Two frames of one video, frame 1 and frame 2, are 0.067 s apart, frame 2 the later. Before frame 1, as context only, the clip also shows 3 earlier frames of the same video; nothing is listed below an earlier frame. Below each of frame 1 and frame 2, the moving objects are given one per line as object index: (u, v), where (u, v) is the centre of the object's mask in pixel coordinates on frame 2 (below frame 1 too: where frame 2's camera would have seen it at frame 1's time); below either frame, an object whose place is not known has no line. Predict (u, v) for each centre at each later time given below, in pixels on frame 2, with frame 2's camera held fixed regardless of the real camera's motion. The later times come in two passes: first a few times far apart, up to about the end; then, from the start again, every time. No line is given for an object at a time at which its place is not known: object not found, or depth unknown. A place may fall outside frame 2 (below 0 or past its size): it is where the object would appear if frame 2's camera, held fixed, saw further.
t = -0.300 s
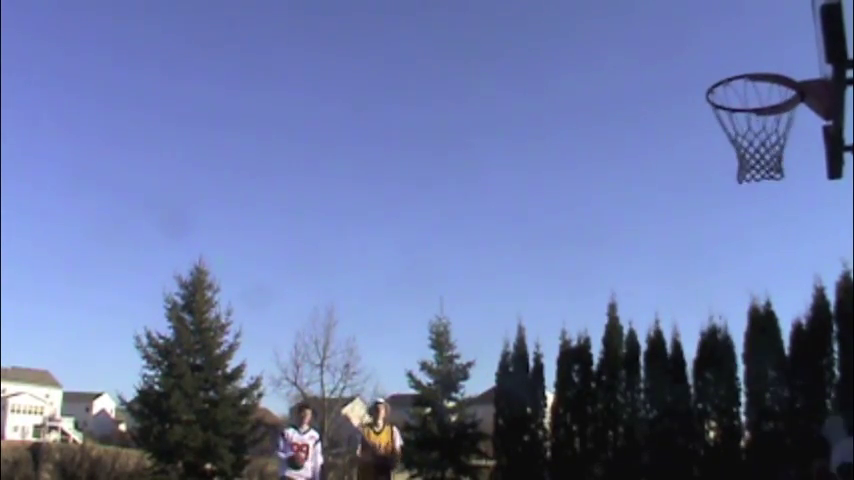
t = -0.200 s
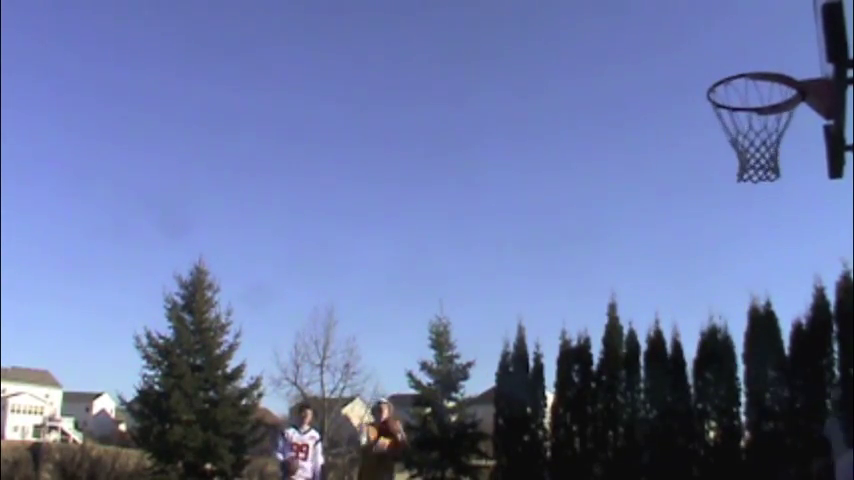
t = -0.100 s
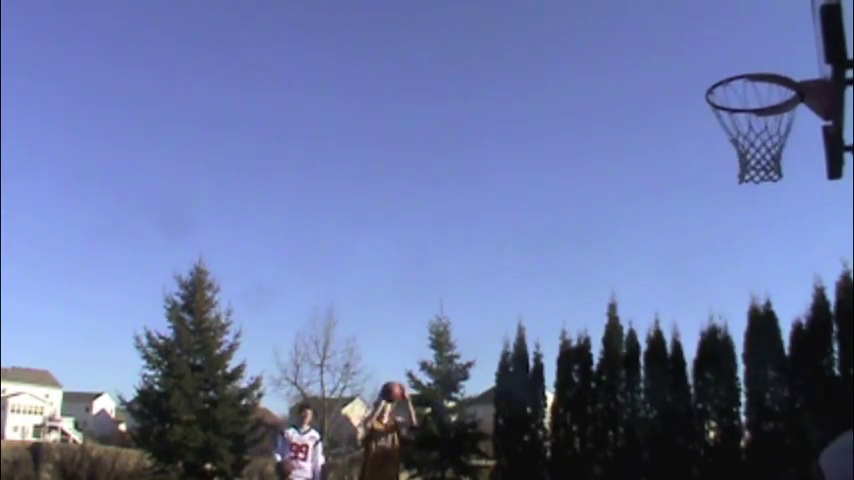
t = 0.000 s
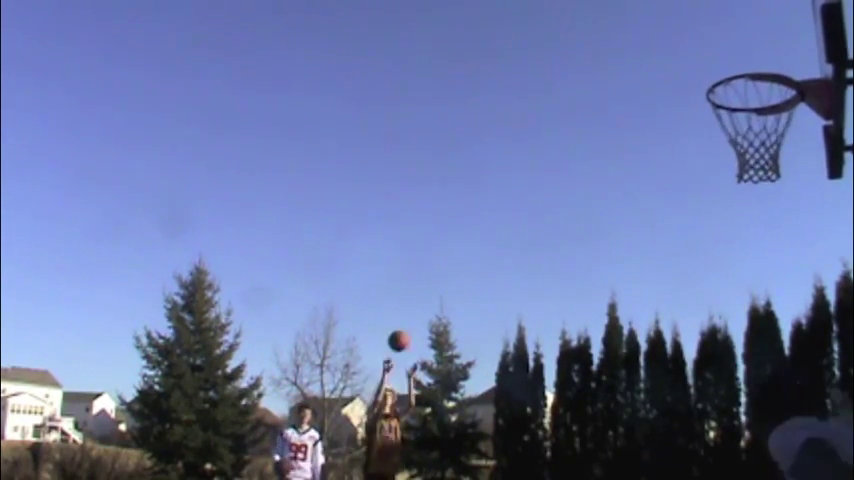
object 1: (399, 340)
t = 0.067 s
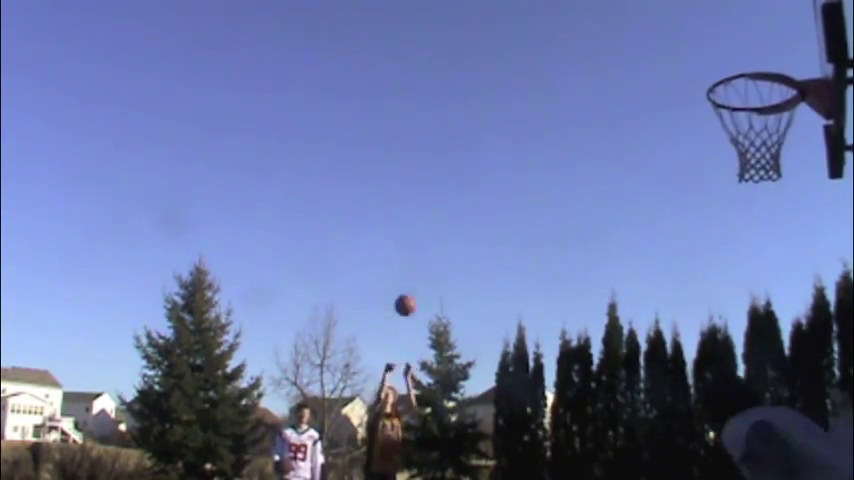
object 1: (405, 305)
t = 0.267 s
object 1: (426, 214)
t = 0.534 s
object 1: (454, 140)
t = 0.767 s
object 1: (481, 123)
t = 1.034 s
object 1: (516, 174)
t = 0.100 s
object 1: (408, 288)
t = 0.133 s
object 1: (411, 272)
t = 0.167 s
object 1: (415, 256)
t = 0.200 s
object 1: (419, 242)
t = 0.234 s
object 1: (422, 228)
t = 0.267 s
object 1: (426, 214)
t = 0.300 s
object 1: (429, 202)
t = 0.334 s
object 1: (433, 190)
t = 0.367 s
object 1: (436, 180)
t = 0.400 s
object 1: (440, 170)
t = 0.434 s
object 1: (443, 161)
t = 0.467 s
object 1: (447, 153)
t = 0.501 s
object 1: (451, 146)
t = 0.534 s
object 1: (454, 140)
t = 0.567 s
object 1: (457, 135)
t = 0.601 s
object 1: (461, 130)
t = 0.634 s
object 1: (465, 127)
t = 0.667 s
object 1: (468, 125)
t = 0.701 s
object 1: (473, 123)
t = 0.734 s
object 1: (477, 123)
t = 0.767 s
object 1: (481, 123)
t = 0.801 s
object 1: (485, 125)
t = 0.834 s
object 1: (489, 128)
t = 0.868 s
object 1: (493, 132)
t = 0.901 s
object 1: (497, 138)
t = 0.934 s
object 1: (502, 144)
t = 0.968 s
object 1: (507, 153)
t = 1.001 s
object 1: (512, 163)
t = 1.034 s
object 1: (516, 174)
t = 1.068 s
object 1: (521, 187)
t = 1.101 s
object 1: (527, 202)
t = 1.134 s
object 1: (531, 219)
